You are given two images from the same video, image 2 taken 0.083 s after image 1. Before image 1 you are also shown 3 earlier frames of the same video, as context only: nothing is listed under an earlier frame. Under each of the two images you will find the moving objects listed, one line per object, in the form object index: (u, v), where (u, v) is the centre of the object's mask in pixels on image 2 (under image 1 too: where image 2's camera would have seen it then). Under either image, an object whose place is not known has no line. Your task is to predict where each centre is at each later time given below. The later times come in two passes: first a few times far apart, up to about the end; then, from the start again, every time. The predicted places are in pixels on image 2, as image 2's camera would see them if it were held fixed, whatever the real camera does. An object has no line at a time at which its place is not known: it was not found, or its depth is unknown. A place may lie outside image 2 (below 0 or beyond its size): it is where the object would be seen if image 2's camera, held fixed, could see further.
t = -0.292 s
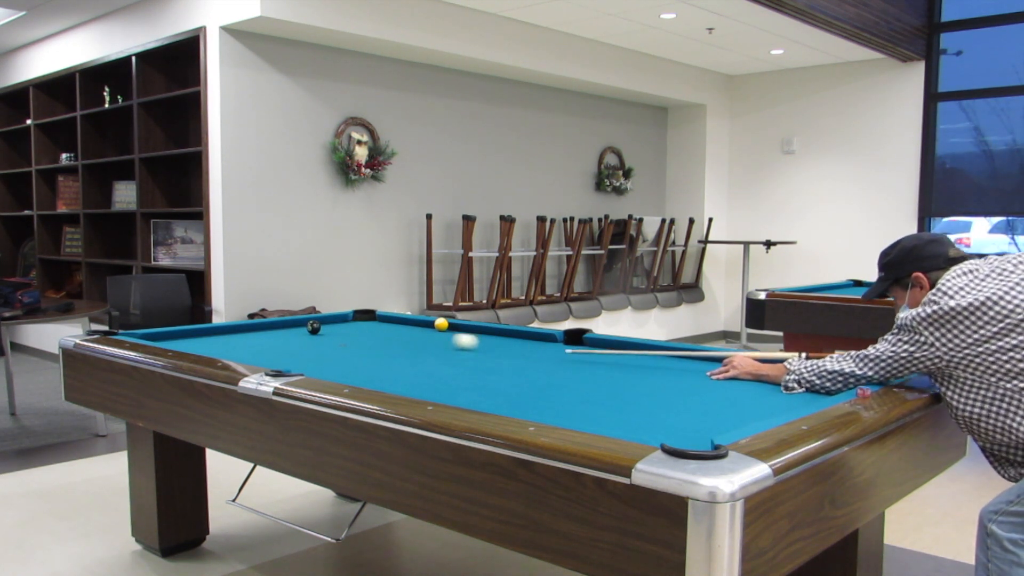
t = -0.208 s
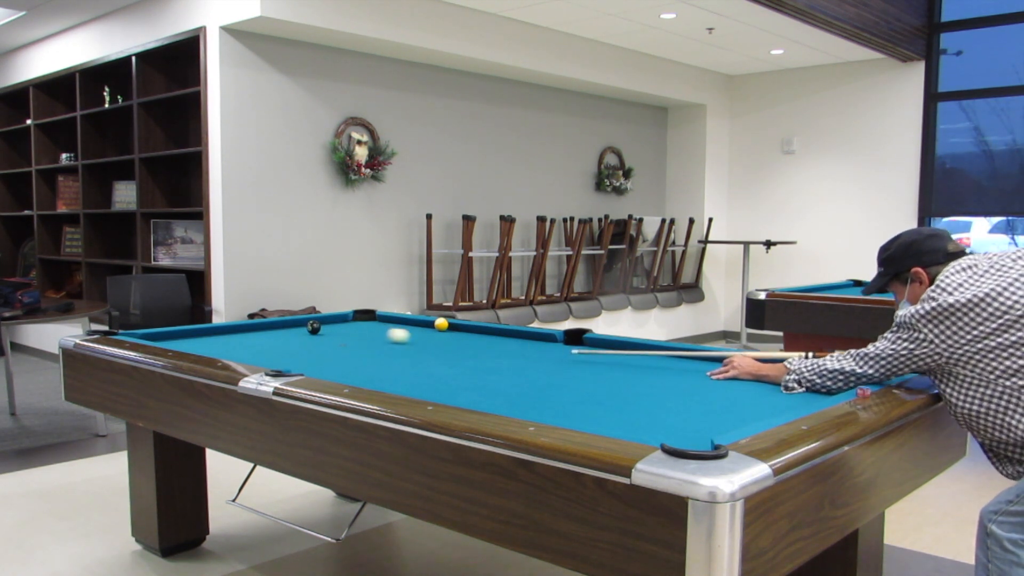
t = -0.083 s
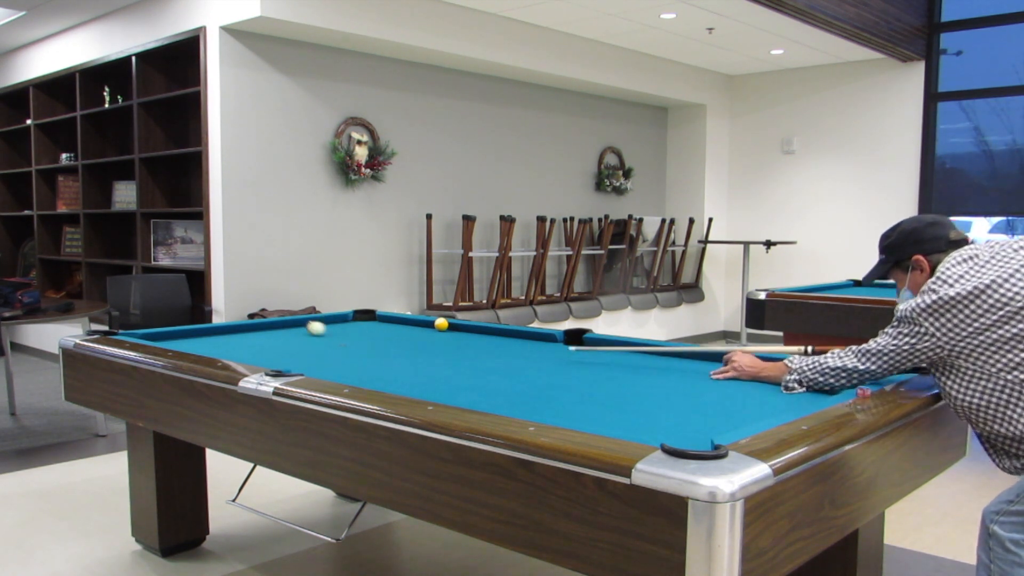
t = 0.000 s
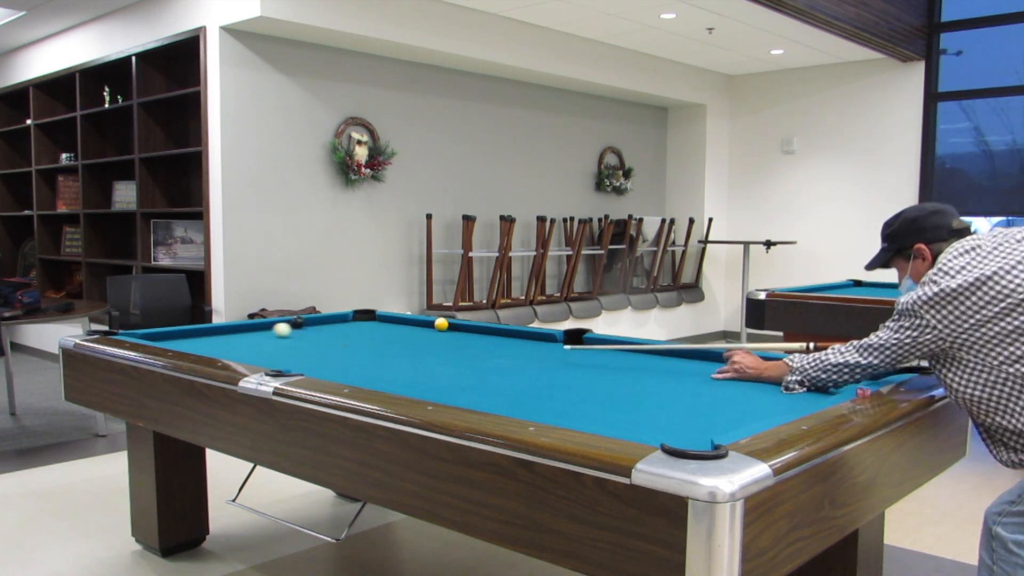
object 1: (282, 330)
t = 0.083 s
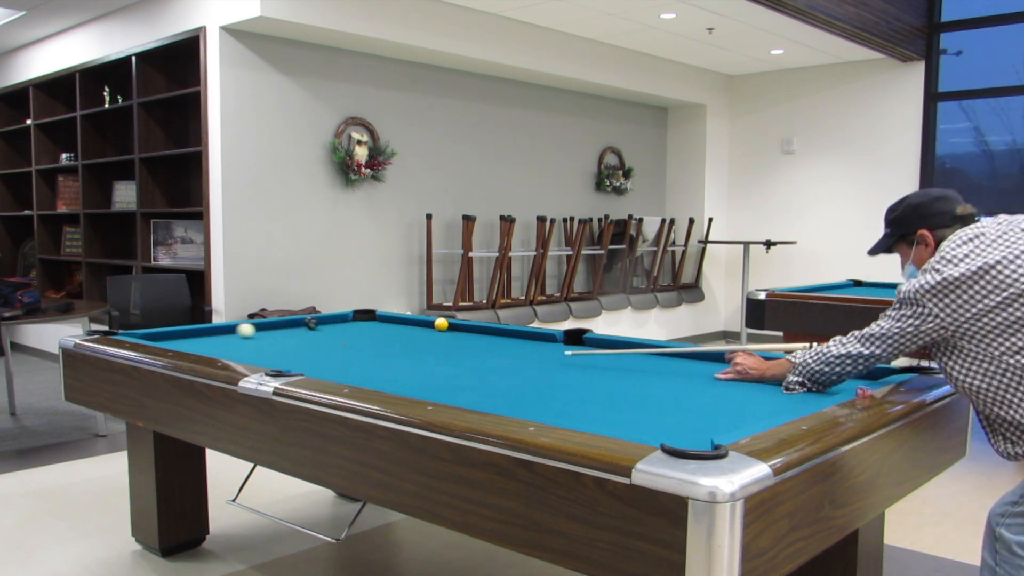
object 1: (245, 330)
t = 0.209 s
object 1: (195, 331)
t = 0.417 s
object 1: (174, 337)
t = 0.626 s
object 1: (171, 341)
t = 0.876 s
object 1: (227, 345)
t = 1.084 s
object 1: (274, 347)
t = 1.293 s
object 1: (321, 348)
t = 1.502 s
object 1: (368, 349)
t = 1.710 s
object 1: (413, 351)
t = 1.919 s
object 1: (459, 352)
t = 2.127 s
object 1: (504, 354)
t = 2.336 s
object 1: (549, 355)
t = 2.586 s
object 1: (602, 357)
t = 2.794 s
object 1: (645, 358)
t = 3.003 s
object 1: (688, 360)
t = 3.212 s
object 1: (731, 361)
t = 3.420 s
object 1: (772, 362)
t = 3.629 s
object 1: (795, 365)
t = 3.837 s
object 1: (811, 369)
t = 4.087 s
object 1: (829, 373)
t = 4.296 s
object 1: (845, 377)
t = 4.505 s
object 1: (859, 378)
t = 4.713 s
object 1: (863, 379)
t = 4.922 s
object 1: (852, 380)
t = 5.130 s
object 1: (842, 380)
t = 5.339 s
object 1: (834, 380)
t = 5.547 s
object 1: (827, 380)
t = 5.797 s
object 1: (821, 380)
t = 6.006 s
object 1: (818, 380)
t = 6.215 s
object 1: (816, 380)
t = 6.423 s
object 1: (816, 380)
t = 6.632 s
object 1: (817, 380)
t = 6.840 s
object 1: (817, 379)
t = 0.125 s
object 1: (227, 330)
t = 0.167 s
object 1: (208, 330)
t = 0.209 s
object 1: (195, 331)
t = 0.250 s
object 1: (191, 332)
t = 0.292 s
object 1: (187, 334)
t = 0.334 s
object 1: (183, 335)
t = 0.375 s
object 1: (178, 336)
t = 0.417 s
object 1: (174, 337)
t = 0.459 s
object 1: (169, 338)
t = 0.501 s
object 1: (164, 339)
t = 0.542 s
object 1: (160, 339)
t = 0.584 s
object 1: (162, 340)
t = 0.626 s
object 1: (171, 341)
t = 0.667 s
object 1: (180, 342)
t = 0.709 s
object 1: (190, 343)
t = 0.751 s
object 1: (199, 343)
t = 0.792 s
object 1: (209, 344)
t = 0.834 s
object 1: (218, 345)
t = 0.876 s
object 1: (227, 345)
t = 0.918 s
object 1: (237, 346)
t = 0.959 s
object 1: (246, 346)
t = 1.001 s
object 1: (255, 346)
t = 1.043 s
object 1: (265, 346)
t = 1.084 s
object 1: (274, 347)
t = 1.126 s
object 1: (284, 347)
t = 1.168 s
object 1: (293, 347)
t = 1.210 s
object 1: (302, 348)
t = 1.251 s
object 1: (312, 348)
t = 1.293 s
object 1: (321, 348)
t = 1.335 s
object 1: (330, 348)
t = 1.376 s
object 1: (339, 349)
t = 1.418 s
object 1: (349, 349)
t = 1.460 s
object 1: (358, 349)
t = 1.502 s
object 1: (368, 349)
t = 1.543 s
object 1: (377, 350)
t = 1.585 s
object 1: (386, 350)
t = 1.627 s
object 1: (395, 350)
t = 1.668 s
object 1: (404, 351)
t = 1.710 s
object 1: (413, 351)
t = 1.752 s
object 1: (422, 351)
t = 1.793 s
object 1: (432, 351)
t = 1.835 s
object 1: (440, 352)
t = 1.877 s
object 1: (450, 352)
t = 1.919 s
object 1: (459, 352)
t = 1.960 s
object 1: (468, 352)
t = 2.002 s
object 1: (477, 353)
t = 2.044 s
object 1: (486, 353)
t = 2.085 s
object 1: (495, 353)
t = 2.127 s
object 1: (504, 354)
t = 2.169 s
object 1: (513, 354)
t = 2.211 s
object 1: (522, 354)
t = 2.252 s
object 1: (531, 354)
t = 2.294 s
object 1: (540, 355)
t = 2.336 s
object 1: (549, 355)
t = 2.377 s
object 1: (558, 355)
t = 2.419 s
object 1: (567, 355)
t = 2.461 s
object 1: (576, 356)
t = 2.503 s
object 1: (585, 356)
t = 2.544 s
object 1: (593, 356)
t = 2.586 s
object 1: (602, 357)
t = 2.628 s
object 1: (611, 357)
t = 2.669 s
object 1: (620, 357)
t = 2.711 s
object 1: (628, 358)
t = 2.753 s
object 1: (637, 358)
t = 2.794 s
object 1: (645, 358)
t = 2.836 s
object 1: (654, 359)
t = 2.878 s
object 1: (663, 359)
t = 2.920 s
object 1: (671, 359)
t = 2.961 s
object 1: (680, 359)
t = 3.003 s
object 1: (688, 360)
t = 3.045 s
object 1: (697, 360)
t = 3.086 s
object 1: (705, 360)
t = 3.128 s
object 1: (713, 360)
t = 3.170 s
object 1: (722, 361)
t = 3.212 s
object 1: (731, 361)
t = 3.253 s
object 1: (739, 361)
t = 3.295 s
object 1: (747, 362)
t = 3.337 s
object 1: (755, 362)
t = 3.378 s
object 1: (763, 362)
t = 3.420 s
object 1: (772, 362)
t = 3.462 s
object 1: (780, 363)
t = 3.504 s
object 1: (785, 363)
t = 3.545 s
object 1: (789, 364)
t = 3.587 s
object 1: (792, 365)
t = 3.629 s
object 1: (795, 365)
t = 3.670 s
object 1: (798, 366)
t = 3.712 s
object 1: (801, 367)
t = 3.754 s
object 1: (804, 368)
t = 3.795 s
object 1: (808, 368)
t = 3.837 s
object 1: (811, 369)
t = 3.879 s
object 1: (814, 370)
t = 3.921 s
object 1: (817, 370)
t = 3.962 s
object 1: (820, 371)
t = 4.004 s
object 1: (823, 372)
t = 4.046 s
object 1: (826, 373)
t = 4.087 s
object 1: (829, 373)
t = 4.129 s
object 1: (832, 374)
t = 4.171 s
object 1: (835, 374)
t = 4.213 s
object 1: (839, 375)
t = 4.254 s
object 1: (841, 376)
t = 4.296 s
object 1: (845, 377)
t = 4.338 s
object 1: (848, 377)
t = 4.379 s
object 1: (850, 378)
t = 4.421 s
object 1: (853, 378)
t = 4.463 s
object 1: (857, 378)
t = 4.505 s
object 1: (859, 378)
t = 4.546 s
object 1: (862, 379)
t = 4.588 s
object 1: (864, 379)
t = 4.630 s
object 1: (867, 379)
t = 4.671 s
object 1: (866, 379)
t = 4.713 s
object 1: (863, 379)
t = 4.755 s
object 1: (861, 379)
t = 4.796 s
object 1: (859, 379)
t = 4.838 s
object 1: (857, 379)
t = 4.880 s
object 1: (854, 379)
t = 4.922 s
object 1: (852, 380)
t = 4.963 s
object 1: (850, 380)
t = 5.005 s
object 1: (848, 380)
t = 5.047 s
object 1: (846, 380)
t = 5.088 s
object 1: (844, 380)
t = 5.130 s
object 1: (842, 380)
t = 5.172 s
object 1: (840, 380)
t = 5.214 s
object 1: (839, 380)
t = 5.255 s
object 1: (837, 380)
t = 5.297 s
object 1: (835, 380)
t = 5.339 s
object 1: (834, 380)
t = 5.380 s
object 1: (832, 380)
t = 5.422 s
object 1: (831, 380)
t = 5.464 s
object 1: (830, 380)
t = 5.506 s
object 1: (828, 380)
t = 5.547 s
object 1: (827, 380)
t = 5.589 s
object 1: (826, 380)
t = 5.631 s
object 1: (825, 380)
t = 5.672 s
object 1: (824, 380)
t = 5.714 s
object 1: (823, 380)
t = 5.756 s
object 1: (822, 380)
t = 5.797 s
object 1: (821, 380)
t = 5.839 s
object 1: (820, 380)
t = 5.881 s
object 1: (820, 380)
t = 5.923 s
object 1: (819, 380)
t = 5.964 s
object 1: (818, 380)
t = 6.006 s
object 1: (818, 380)
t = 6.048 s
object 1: (817, 380)
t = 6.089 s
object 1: (817, 380)
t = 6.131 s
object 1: (817, 380)
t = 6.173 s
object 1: (816, 380)
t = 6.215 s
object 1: (816, 380)
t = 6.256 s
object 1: (816, 380)
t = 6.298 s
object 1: (816, 380)
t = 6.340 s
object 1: (817, 380)
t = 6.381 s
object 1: (816, 380)
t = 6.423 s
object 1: (816, 380)
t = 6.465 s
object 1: (816, 380)
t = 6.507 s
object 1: (817, 380)
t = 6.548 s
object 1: (817, 380)
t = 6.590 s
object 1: (817, 380)
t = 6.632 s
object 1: (817, 380)
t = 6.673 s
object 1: (817, 379)
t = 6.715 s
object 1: (817, 379)
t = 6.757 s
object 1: (817, 380)
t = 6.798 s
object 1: (817, 380)
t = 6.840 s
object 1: (817, 379)
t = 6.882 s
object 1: (817, 379)
